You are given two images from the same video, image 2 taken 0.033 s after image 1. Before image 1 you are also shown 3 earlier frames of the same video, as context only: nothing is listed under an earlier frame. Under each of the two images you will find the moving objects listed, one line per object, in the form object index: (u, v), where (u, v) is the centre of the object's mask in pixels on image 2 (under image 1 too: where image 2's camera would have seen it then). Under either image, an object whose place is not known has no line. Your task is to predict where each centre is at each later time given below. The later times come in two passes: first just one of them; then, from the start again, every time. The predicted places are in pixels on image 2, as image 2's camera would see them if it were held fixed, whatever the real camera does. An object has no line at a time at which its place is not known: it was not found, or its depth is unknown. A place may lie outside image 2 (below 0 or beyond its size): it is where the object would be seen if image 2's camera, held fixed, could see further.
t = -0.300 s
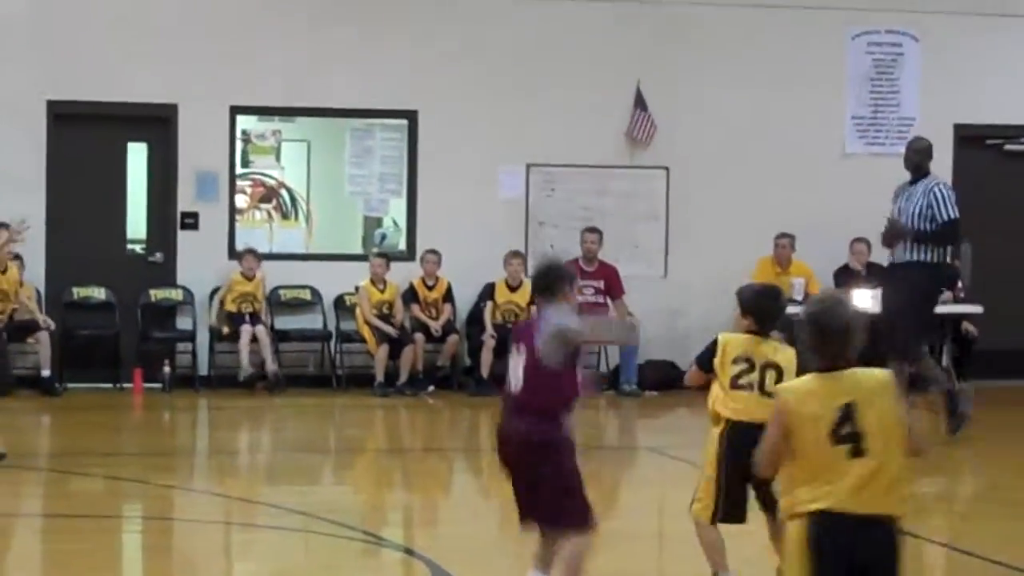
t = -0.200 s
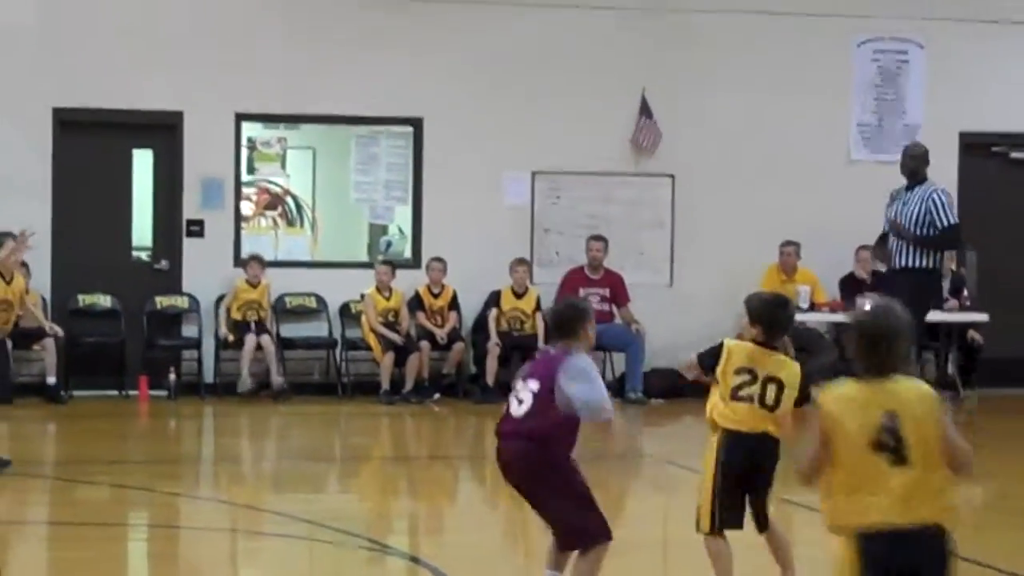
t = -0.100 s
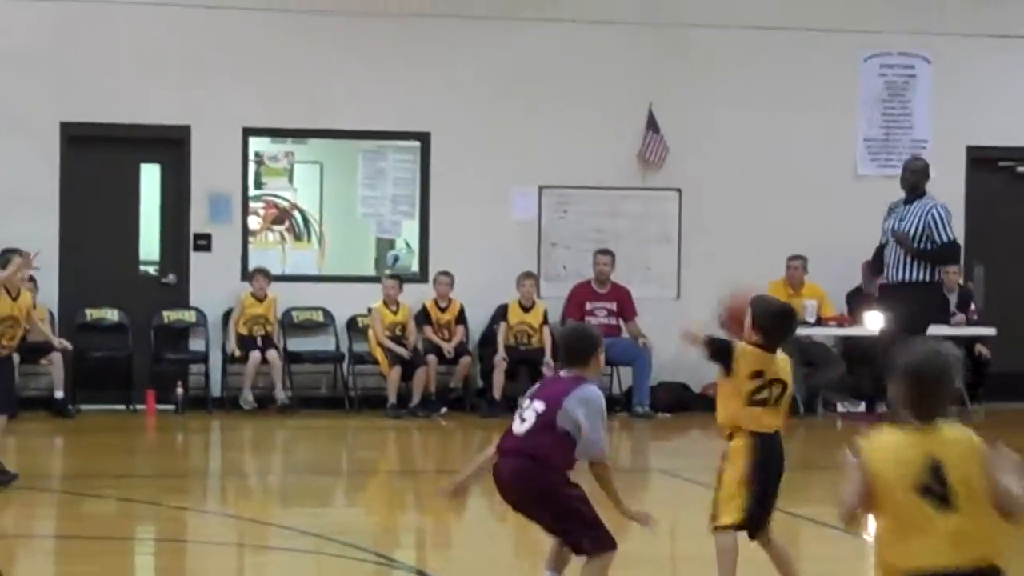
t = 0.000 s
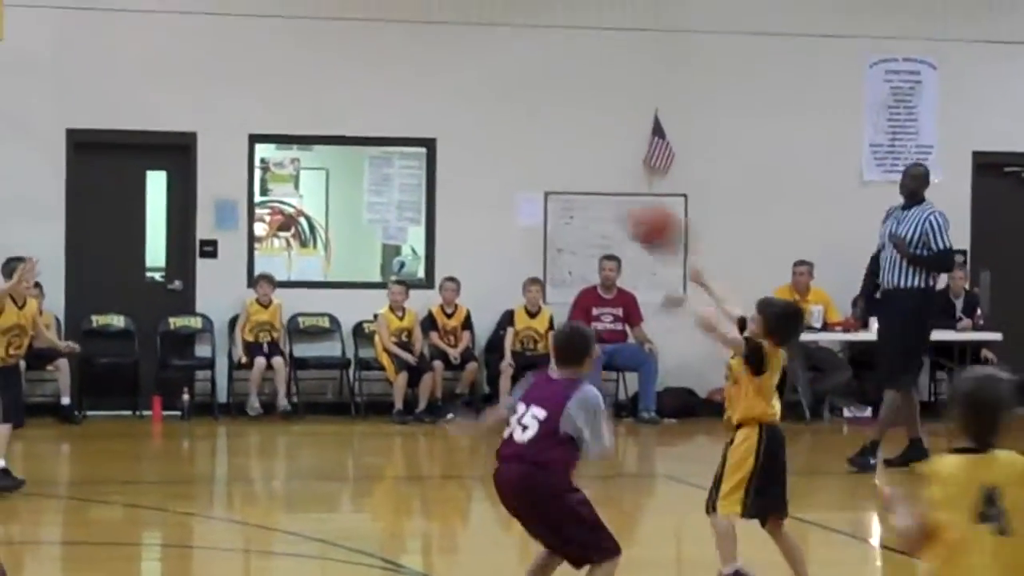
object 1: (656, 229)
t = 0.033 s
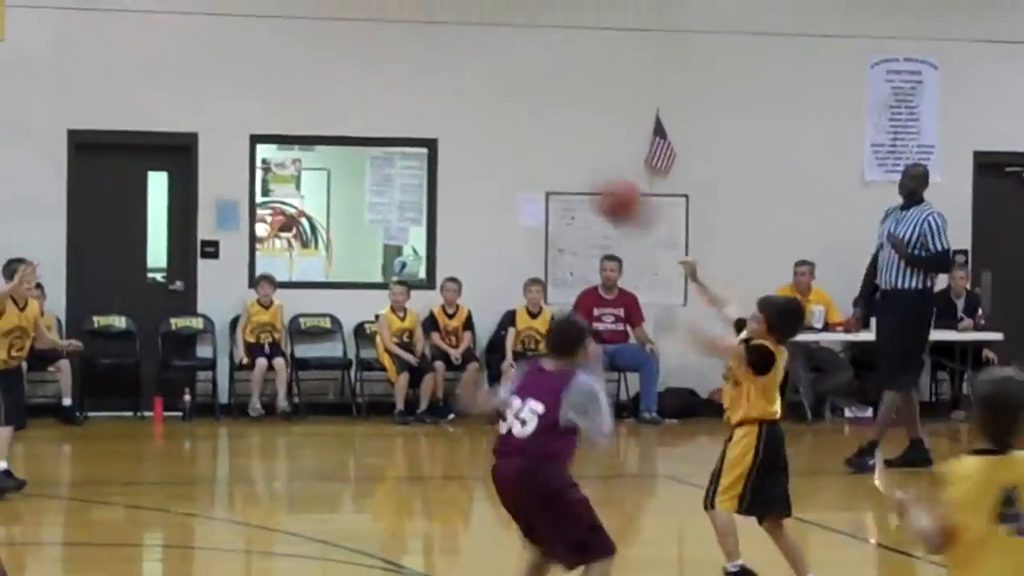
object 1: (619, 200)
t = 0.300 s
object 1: (362, 94)
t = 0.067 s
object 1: (583, 175)
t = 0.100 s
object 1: (551, 159)
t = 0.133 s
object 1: (518, 142)
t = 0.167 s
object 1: (485, 128)
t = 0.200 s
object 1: (454, 116)
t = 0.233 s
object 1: (423, 107)
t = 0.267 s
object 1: (393, 99)
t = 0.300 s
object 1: (362, 94)
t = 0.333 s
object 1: (334, 91)
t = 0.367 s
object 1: (307, 92)
